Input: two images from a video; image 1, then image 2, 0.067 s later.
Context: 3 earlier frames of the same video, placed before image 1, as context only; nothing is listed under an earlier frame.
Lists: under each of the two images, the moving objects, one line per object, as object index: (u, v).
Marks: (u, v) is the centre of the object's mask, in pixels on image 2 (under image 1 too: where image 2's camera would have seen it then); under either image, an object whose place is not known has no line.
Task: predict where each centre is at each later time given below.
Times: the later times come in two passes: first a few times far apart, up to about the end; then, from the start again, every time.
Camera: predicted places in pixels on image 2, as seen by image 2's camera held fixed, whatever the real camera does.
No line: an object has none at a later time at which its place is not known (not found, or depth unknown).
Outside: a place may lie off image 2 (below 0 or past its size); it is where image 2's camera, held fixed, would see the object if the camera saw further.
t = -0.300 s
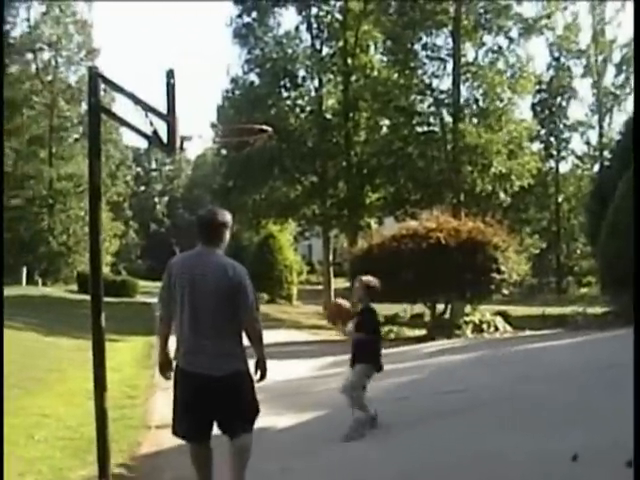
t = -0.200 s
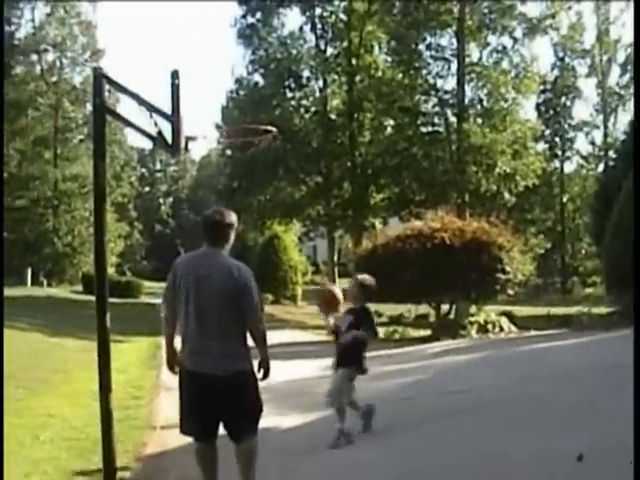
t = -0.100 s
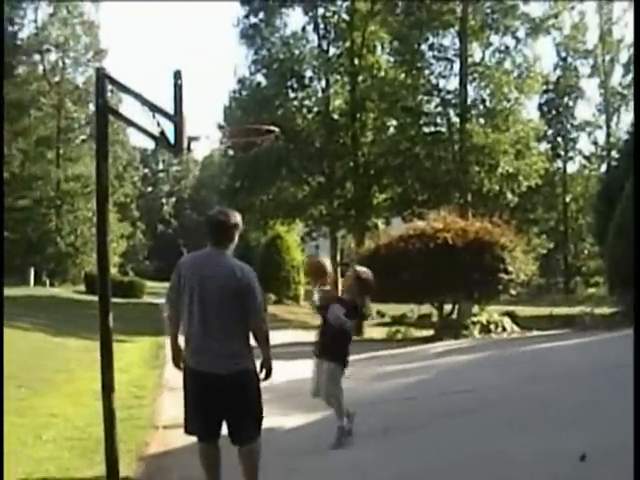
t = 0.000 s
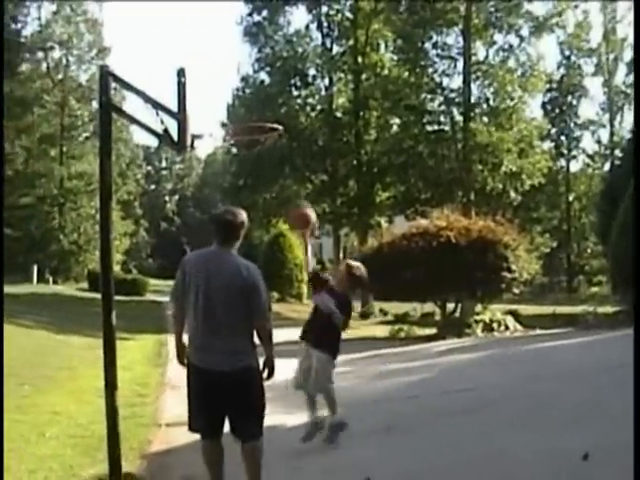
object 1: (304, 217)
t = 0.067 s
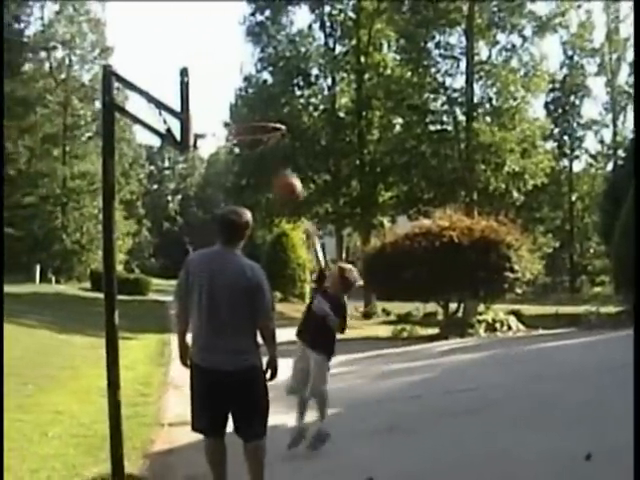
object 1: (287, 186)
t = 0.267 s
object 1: (237, 132)
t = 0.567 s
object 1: (215, 128)
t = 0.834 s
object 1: (213, 178)
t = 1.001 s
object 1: (216, 239)
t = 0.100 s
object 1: (278, 175)
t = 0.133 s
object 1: (270, 163)
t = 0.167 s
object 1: (261, 154)
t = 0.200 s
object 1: (252, 144)
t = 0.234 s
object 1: (244, 137)
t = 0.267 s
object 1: (237, 132)
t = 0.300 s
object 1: (227, 128)
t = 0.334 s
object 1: (217, 124)
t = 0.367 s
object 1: (209, 123)
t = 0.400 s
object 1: (209, 123)
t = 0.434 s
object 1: (213, 123)
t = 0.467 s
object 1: (219, 127)
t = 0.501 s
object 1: (219, 127)
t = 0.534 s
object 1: (218, 127)
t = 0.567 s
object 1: (215, 128)
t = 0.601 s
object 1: (214, 129)
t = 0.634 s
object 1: (213, 132)
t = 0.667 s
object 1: (212, 135)
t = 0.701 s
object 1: (211, 143)
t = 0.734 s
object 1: (209, 148)
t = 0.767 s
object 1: (210, 156)
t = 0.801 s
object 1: (211, 166)
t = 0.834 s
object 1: (213, 178)
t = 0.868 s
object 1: (214, 188)
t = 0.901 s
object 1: (214, 200)
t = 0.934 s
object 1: (216, 216)
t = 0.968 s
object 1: (217, 233)
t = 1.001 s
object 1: (216, 239)
